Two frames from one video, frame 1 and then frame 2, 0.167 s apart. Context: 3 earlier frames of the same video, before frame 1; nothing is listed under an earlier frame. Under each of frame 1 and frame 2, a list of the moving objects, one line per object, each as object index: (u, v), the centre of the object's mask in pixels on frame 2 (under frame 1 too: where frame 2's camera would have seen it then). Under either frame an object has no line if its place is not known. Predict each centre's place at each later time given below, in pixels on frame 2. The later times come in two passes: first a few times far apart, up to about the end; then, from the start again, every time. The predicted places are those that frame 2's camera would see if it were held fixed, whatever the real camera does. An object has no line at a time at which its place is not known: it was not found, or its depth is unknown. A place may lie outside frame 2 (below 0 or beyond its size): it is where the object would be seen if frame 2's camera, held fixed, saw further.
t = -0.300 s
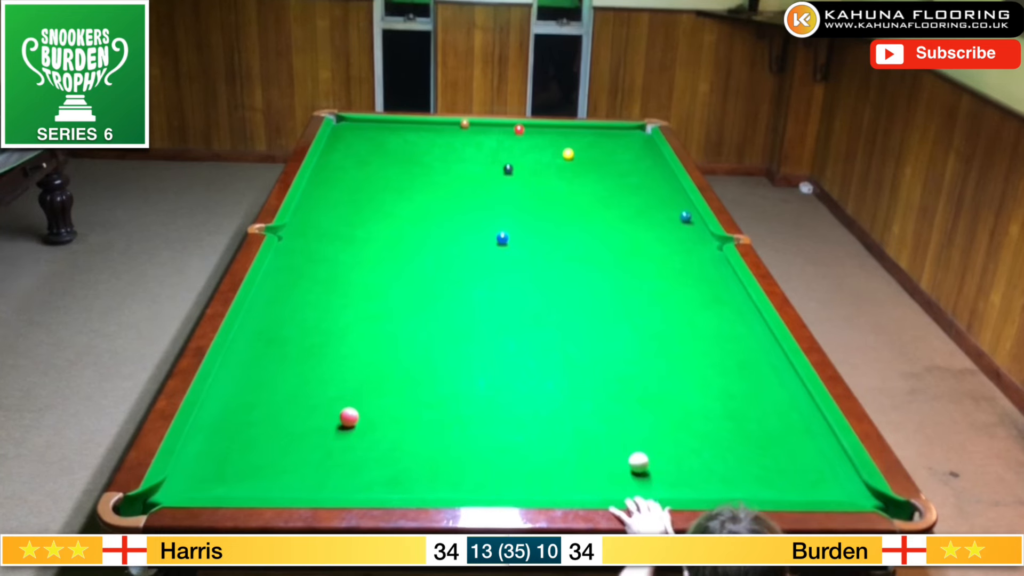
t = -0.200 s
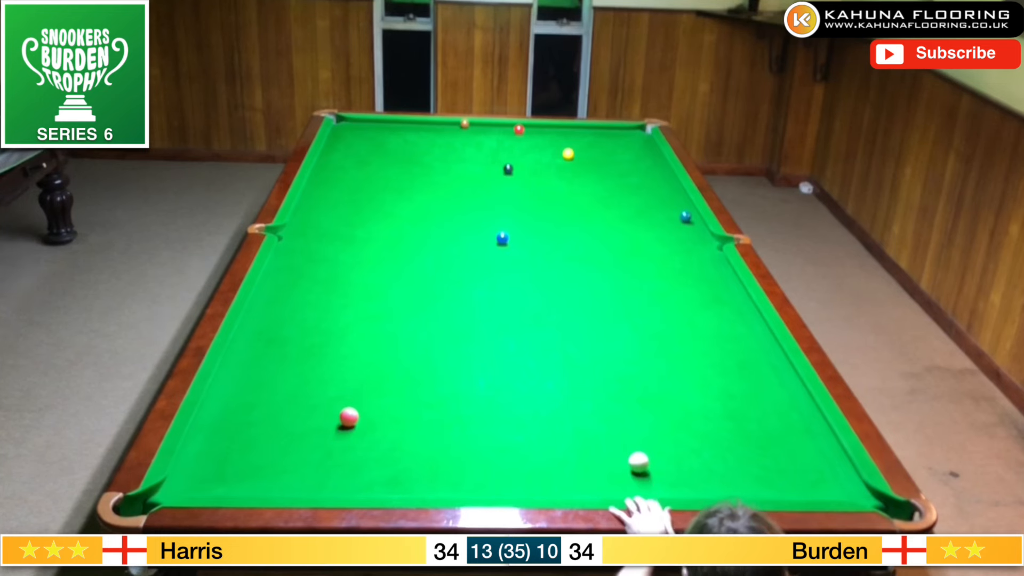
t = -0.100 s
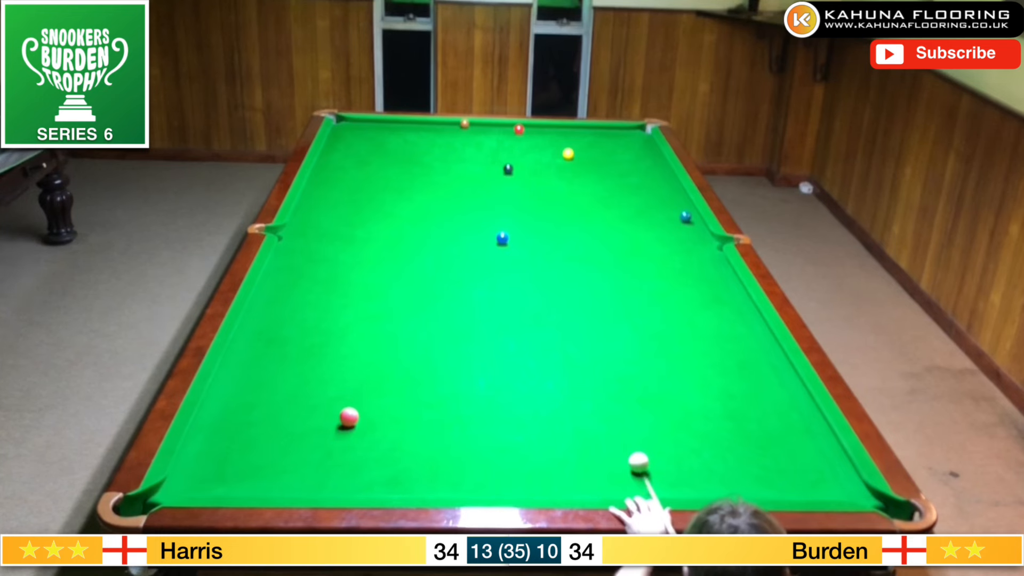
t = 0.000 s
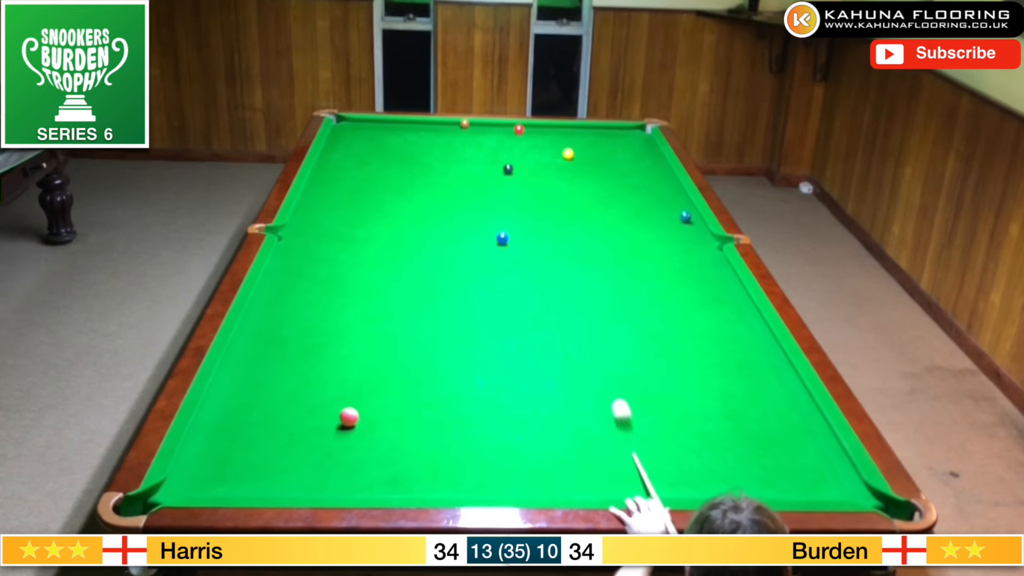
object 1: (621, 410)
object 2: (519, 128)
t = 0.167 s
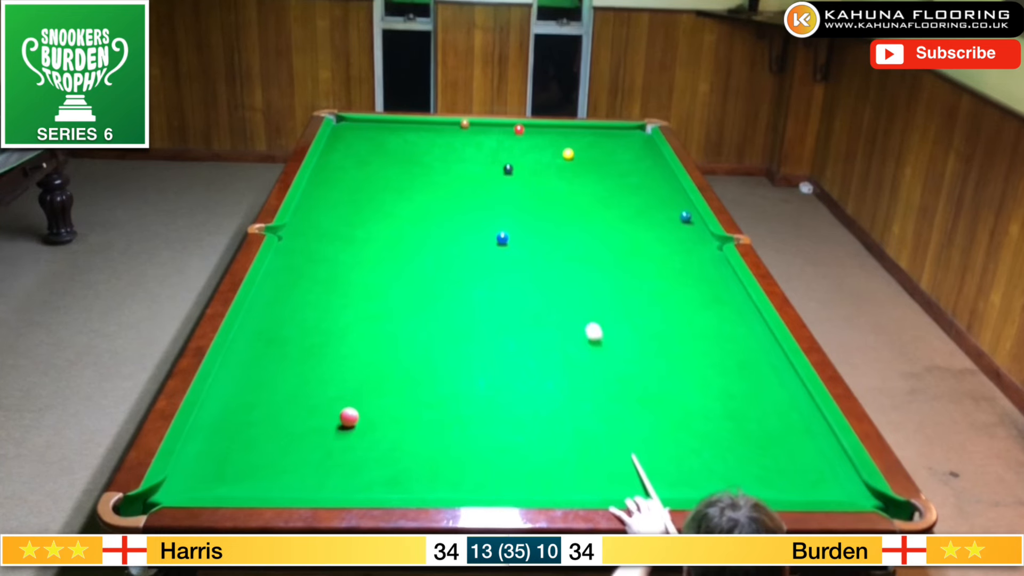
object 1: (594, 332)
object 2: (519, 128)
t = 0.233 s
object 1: (586, 309)
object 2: (519, 128)
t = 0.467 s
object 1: (566, 251)
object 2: (519, 128)
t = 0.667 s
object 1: (555, 219)
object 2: (519, 128)
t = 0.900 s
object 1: (545, 189)
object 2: (519, 128)
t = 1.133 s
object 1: (536, 164)
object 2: (519, 128)
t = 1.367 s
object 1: (529, 142)
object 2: (519, 128)
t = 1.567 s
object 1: (532, 129)
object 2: (511, 126)
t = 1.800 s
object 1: (550, 128)
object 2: (497, 128)
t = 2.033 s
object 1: (567, 135)
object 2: (486, 133)
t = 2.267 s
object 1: (584, 140)
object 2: (476, 138)
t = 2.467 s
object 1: (597, 146)
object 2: (468, 143)
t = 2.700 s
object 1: (613, 152)
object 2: (459, 147)
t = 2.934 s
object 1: (628, 157)
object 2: (450, 152)
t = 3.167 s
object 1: (643, 162)
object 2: (442, 156)
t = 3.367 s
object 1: (656, 167)
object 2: (436, 160)
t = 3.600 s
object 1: (669, 172)
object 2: (428, 164)
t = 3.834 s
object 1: (665, 175)
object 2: (422, 167)
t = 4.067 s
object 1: (661, 179)
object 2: (416, 170)
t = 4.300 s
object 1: (658, 182)
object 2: (410, 174)
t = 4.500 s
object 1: (656, 184)
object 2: (406, 176)
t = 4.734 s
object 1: (653, 186)
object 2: (401, 179)
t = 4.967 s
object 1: (651, 188)
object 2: (397, 181)
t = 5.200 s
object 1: (649, 189)
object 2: (394, 182)
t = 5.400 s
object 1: (647, 190)
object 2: (392, 184)
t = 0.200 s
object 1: (590, 320)
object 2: (519, 128)
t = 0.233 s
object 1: (586, 309)
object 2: (519, 128)
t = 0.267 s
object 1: (582, 299)
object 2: (519, 128)
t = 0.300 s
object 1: (579, 289)
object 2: (519, 128)
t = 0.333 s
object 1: (576, 281)
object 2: (519, 128)
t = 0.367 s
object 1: (573, 272)
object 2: (519, 128)
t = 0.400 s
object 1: (571, 265)
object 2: (519, 128)
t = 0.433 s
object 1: (568, 258)
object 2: (519, 128)
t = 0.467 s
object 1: (566, 251)
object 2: (519, 128)
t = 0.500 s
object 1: (564, 245)
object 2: (519, 128)
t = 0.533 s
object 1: (562, 239)
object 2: (519, 128)
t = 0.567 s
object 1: (560, 234)
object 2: (519, 128)
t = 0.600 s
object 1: (558, 228)
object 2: (519, 128)
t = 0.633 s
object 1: (557, 224)
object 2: (519, 128)
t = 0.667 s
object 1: (555, 219)
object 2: (519, 128)
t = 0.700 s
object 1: (553, 214)
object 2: (519, 128)
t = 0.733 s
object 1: (552, 210)
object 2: (519, 128)
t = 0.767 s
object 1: (550, 205)
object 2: (519, 128)
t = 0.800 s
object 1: (549, 201)
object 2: (519, 128)
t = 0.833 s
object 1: (548, 197)
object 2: (519, 128)
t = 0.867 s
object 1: (546, 193)
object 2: (519, 128)
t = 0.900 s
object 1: (545, 189)
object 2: (519, 128)
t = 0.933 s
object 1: (543, 185)
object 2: (519, 128)
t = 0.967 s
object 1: (542, 181)
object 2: (519, 128)
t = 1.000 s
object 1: (541, 178)
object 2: (519, 128)
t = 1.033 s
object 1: (540, 174)
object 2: (519, 128)
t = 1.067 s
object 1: (538, 171)
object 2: (519, 128)
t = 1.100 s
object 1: (537, 167)
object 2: (519, 128)
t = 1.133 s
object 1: (536, 164)
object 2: (519, 128)
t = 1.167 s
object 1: (535, 160)
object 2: (519, 128)
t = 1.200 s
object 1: (534, 157)
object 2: (519, 128)
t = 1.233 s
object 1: (533, 154)
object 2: (519, 128)
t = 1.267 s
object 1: (532, 151)
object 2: (519, 128)
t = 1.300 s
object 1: (531, 148)
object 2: (519, 128)
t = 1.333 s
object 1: (530, 145)
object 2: (519, 128)
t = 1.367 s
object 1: (529, 142)
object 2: (519, 128)
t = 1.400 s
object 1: (528, 139)
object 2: (519, 128)
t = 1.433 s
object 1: (527, 136)
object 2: (518, 128)
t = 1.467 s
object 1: (526, 134)
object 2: (518, 127)
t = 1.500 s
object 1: (525, 131)
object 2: (517, 127)
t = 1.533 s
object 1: (529, 130)
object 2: (515, 127)
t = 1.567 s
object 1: (532, 129)
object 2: (511, 126)
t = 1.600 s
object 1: (535, 128)
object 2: (507, 125)
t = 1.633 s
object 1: (538, 127)
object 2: (504, 125)
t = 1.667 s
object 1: (540, 125)
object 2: (503, 125)
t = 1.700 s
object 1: (543, 125)
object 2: (501, 126)
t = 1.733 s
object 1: (545, 126)
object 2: (500, 127)
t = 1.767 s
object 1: (548, 127)
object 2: (498, 127)
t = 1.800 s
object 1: (550, 128)
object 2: (497, 128)
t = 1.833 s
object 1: (552, 129)
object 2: (495, 128)
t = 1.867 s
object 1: (555, 130)
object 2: (493, 129)
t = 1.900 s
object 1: (557, 131)
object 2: (492, 130)
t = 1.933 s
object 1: (560, 132)
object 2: (491, 131)
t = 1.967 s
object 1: (562, 133)
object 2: (489, 131)
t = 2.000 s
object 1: (564, 134)
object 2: (488, 132)
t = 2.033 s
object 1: (567, 135)
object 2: (486, 133)
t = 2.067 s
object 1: (569, 135)
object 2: (485, 134)
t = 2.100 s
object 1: (572, 136)
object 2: (483, 134)
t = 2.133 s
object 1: (574, 137)
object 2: (482, 136)
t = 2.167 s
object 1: (576, 138)
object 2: (480, 136)
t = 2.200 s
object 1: (579, 139)
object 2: (479, 137)
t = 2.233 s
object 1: (581, 140)
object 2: (477, 138)
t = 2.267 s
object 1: (584, 140)
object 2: (476, 138)
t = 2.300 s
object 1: (586, 141)
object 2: (474, 139)
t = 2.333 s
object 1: (588, 142)
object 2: (473, 140)
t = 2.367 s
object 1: (590, 143)
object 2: (472, 140)
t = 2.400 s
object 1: (593, 144)
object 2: (470, 141)
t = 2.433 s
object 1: (595, 145)
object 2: (469, 142)
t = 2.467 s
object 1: (597, 146)
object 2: (468, 143)
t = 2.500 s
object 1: (599, 146)
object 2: (466, 143)
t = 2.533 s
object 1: (602, 147)
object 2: (465, 144)
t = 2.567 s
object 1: (604, 148)
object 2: (464, 145)
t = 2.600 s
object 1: (606, 149)
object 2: (462, 145)
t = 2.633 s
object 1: (609, 150)
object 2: (461, 146)
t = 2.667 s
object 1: (611, 151)
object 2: (460, 147)
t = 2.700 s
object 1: (613, 152)
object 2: (459, 147)
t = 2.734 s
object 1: (615, 152)
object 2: (457, 148)
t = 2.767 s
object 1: (618, 153)
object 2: (456, 149)
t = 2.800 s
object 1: (620, 154)
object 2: (455, 149)
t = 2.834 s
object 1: (622, 155)
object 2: (454, 150)
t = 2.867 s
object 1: (624, 156)
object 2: (452, 150)
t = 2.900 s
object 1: (626, 156)
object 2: (451, 151)
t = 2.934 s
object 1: (628, 157)
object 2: (450, 152)
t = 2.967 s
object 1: (631, 158)
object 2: (449, 152)
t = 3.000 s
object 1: (633, 159)
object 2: (448, 153)
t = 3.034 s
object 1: (635, 159)
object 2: (446, 154)
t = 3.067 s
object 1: (637, 160)
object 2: (445, 154)
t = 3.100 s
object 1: (639, 161)
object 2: (444, 155)
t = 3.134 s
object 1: (641, 162)
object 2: (443, 155)
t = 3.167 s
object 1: (643, 162)
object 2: (442, 156)
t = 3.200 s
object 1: (645, 163)
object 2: (441, 157)
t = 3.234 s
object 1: (648, 164)
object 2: (440, 157)
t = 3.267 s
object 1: (649, 165)
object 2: (439, 158)
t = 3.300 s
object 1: (652, 165)
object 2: (438, 159)
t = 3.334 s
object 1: (654, 166)
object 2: (437, 159)
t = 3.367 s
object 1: (656, 167)
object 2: (436, 160)
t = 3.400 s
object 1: (658, 168)
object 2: (434, 160)
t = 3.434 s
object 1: (660, 168)
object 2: (433, 161)
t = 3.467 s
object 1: (662, 169)
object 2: (432, 161)
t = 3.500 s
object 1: (664, 170)
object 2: (431, 162)
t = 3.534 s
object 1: (666, 171)
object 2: (430, 163)
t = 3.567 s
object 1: (667, 171)
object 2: (429, 163)
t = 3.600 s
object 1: (669, 172)
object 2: (428, 164)
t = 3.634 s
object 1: (668, 172)
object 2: (427, 164)
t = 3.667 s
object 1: (668, 173)
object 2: (427, 165)
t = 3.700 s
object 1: (667, 173)
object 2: (426, 165)
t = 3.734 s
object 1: (667, 174)
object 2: (425, 166)
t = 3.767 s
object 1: (666, 174)
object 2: (424, 166)
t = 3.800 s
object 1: (666, 175)
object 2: (423, 167)
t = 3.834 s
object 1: (665, 175)
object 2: (422, 167)
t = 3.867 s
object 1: (665, 176)
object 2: (421, 168)
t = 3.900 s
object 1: (664, 176)
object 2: (420, 168)
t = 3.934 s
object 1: (664, 177)
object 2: (419, 169)
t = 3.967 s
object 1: (663, 177)
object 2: (418, 169)
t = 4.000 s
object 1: (663, 178)
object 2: (417, 170)
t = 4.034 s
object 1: (662, 178)
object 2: (417, 170)
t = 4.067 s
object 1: (661, 179)
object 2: (416, 170)
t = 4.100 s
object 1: (661, 179)
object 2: (415, 171)
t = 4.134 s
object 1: (661, 180)
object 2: (414, 172)
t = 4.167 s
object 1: (660, 180)
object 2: (413, 172)
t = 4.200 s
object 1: (660, 180)
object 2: (412, 172)
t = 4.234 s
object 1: (659, 181)
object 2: (412, 173)
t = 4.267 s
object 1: (659, 181)
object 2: (411, 173)
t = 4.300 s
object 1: (658, 182)
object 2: (410, 174)
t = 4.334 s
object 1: (658, 182)
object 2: (410, 174)
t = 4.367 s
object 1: (657, 182)
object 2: (409, 174)
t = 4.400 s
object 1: (657, 183)
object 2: (408, 175)
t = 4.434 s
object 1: (656, 183)
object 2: (407, 175)
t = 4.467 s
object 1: (656, 183)
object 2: (406, 176)
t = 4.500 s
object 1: (656, 184)
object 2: (406, 176)
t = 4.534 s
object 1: (655, 184)
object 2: (405, 177)
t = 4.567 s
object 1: (655, 184)
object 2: (404, 177)
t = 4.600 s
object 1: (654, 185)
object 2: (404, 177)
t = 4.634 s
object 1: (654, 185)
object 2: (403, 178)
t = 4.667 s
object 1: (654, 185)
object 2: (402, 178)
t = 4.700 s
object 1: (653, 186)
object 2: (402, 178)
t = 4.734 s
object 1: (653, 186)
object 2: (401, 179)
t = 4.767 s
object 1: (652, 186)
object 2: (401, 179)
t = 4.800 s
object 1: (652, 187)
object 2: (400, 179)
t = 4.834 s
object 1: (652, 187)
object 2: (399, 179)
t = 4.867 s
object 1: (651, 187)
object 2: (399, 180)
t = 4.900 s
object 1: (651, 187)
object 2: (398, 180)
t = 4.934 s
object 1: (651, 188)
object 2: (398, 180)
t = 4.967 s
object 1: (651, 188)
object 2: (397, 181)
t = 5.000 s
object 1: (650, 188)
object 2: (397, 181)
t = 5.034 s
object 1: (650, 188)
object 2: (396, 181)
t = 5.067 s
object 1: (650, 189)
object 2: (396, 181)
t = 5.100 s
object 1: (649, 189)
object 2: (396, 182)
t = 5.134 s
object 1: (649, 189)
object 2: (395, 182)
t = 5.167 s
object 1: (649, 189)
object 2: (395, 182)
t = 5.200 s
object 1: (649, 189)
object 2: (394, 182)
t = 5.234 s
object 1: (648, 190)
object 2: (394, 182)
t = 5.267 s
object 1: (648, 190)
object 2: (394, 183)
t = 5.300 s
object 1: (648, 190)
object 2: (393, 183)
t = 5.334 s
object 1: (648, 190)
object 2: (393, 183)
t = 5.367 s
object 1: (647, 190)
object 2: (392, 183)
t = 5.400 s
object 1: (647, 190)
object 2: (392, 184)
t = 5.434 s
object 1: (647, 191)
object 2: (392, 184)
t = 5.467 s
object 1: (647, 191)
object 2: (392, 184)
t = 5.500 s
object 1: (647, 191)
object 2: (391, 184)
